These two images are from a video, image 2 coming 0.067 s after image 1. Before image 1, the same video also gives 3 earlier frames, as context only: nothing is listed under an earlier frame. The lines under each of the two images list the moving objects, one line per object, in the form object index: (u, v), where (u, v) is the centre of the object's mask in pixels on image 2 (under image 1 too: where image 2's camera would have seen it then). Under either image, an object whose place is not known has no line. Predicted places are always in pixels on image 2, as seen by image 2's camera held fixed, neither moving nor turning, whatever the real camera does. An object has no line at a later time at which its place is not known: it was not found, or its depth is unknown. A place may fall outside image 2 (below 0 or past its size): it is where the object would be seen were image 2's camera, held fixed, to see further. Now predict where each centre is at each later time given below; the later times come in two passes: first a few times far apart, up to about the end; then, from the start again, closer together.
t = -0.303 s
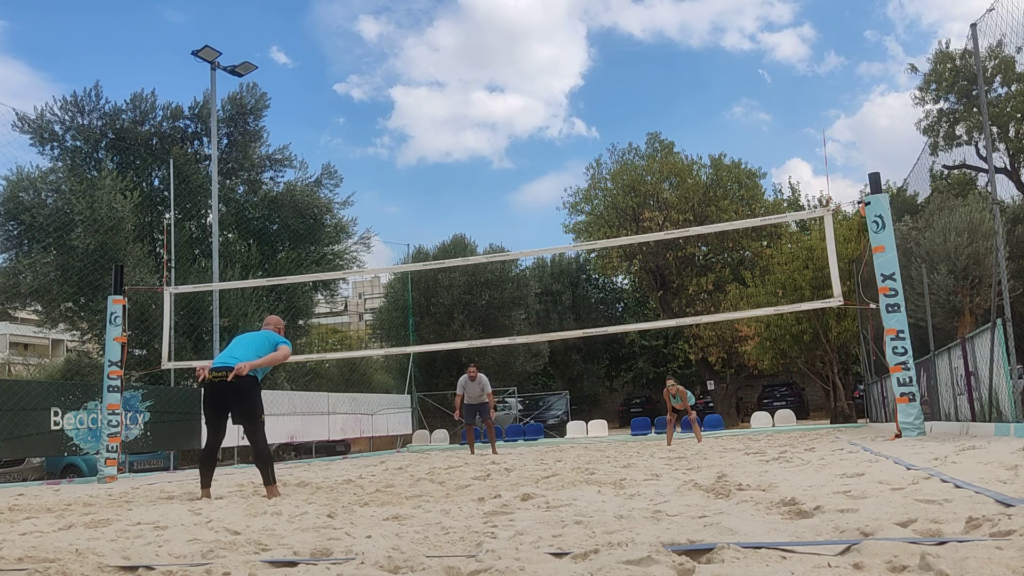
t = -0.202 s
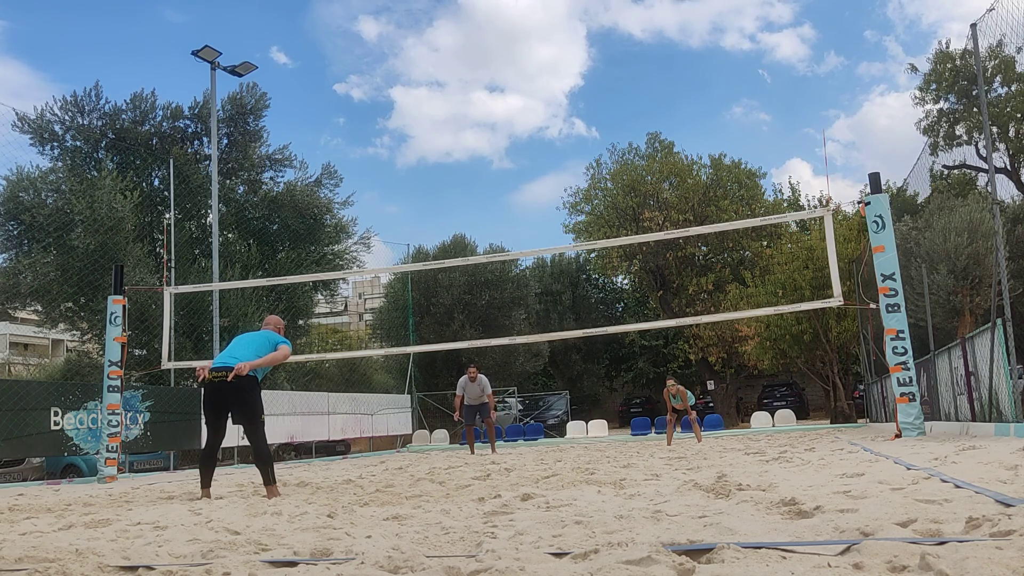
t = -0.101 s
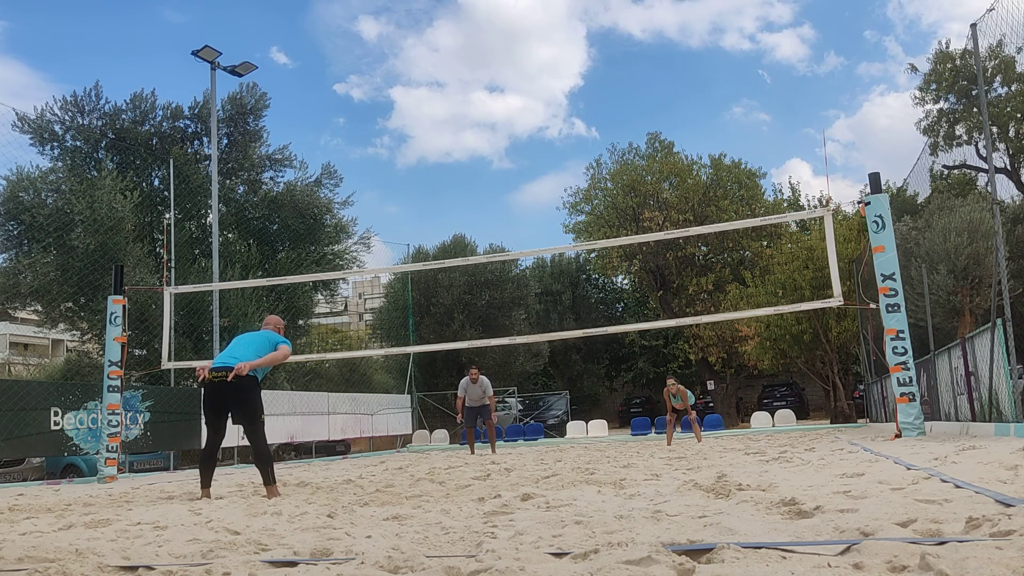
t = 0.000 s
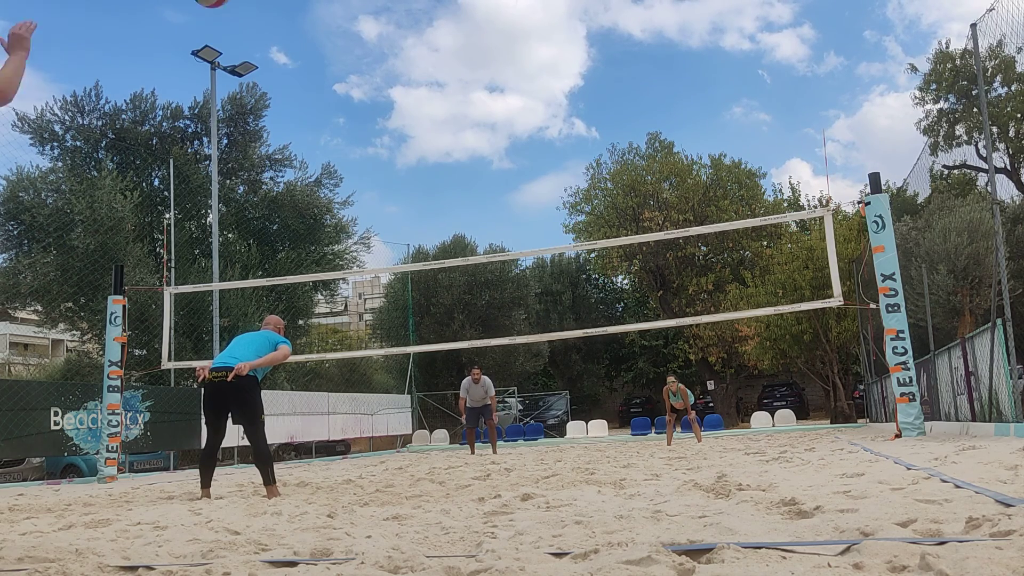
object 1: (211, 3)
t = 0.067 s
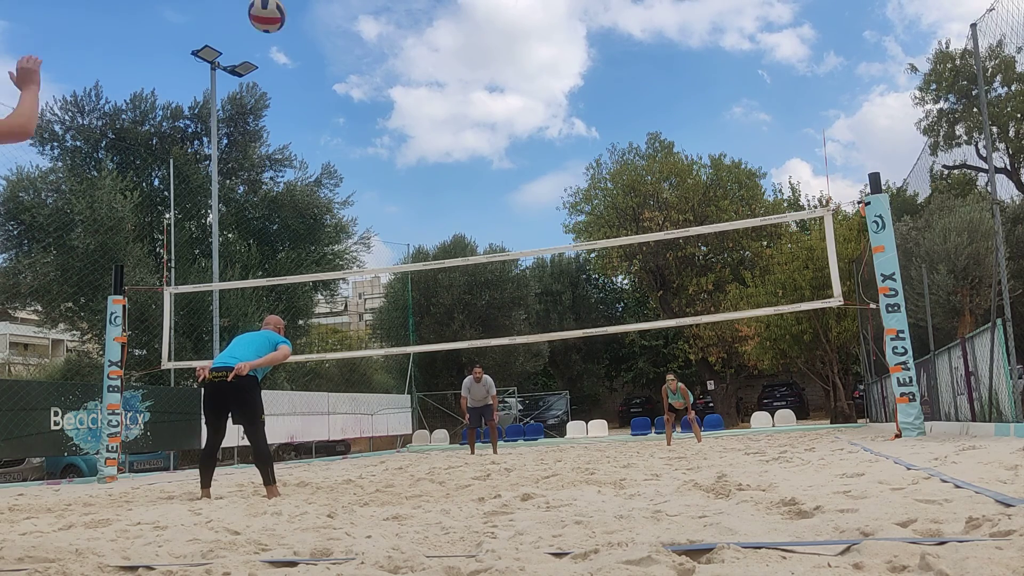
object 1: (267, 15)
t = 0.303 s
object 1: (388, 107)
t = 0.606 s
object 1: (464, 230)
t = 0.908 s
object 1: (509, 361)
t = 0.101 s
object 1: (290, 27)
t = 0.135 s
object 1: (311, 40)
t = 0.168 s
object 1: (330, 54)
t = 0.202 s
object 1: (347, 67)
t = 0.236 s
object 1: (362, 80)
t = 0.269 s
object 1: (375, 93)
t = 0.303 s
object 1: (388, 107)
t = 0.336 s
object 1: (400, 121)
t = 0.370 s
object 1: (410, 134)
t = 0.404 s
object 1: (420, 148)
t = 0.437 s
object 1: (429, 161)
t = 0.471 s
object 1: (437, 175)
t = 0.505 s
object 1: (444, 189)
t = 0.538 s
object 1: (451, 202)
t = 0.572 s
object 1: (458, 216)
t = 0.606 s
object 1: (464, 230)
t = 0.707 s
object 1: (481, 273)
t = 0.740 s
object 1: (487, 288)
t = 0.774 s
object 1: (492, 302)
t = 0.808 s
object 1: (497, 317)
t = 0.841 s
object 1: (501, 330)
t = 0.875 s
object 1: (505, 349)
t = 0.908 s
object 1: (509, 361)
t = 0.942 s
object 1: (514, 376)
